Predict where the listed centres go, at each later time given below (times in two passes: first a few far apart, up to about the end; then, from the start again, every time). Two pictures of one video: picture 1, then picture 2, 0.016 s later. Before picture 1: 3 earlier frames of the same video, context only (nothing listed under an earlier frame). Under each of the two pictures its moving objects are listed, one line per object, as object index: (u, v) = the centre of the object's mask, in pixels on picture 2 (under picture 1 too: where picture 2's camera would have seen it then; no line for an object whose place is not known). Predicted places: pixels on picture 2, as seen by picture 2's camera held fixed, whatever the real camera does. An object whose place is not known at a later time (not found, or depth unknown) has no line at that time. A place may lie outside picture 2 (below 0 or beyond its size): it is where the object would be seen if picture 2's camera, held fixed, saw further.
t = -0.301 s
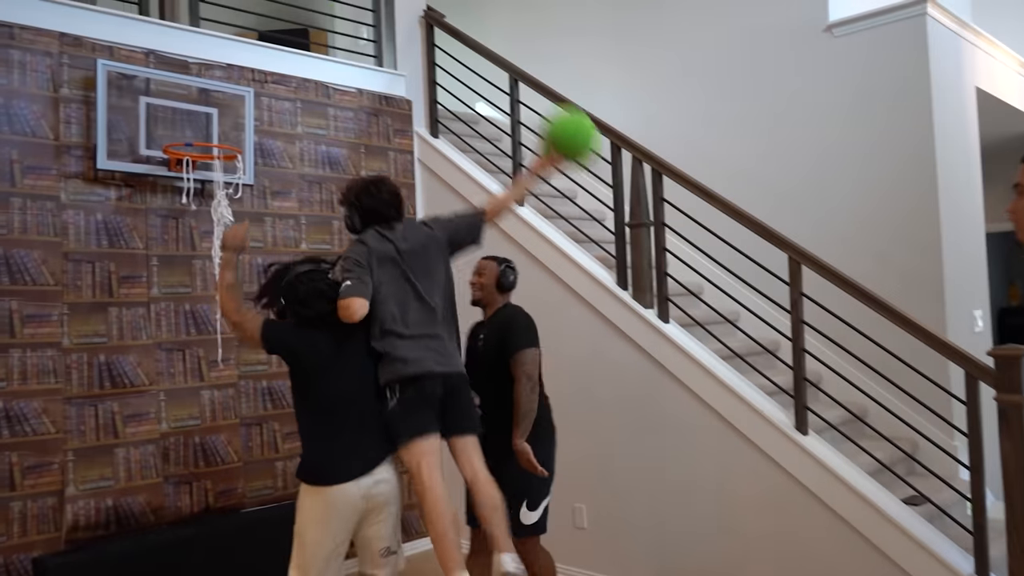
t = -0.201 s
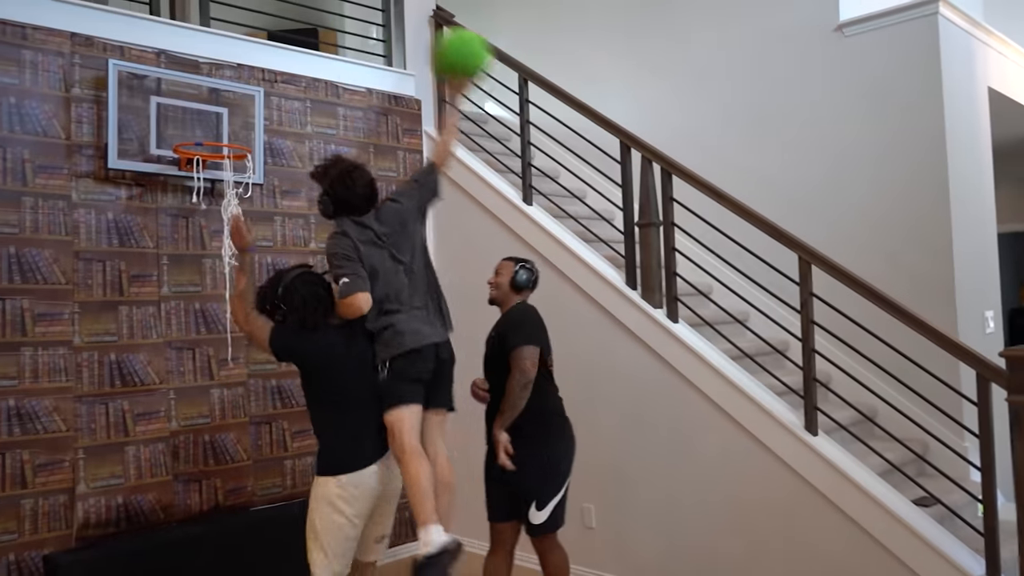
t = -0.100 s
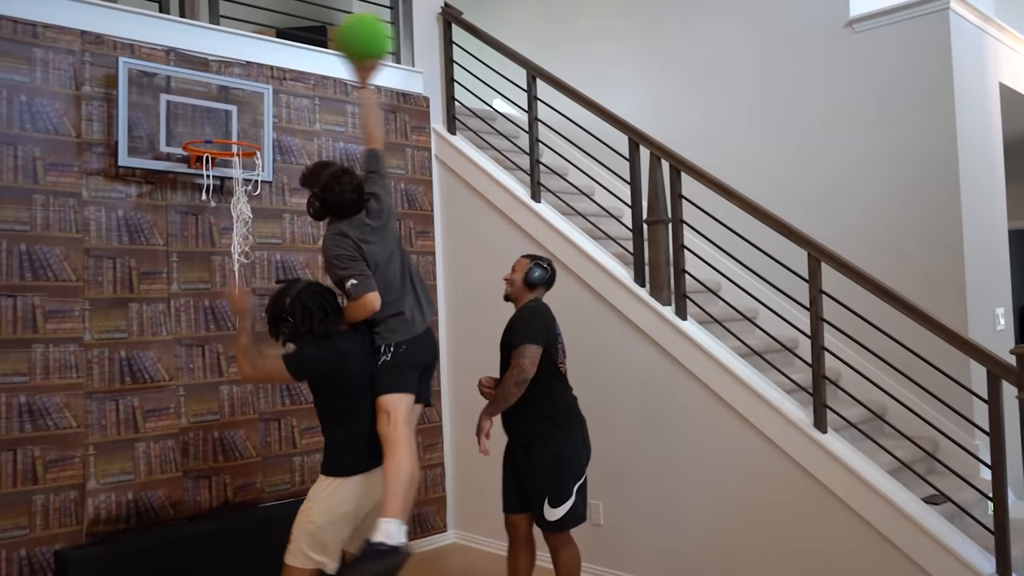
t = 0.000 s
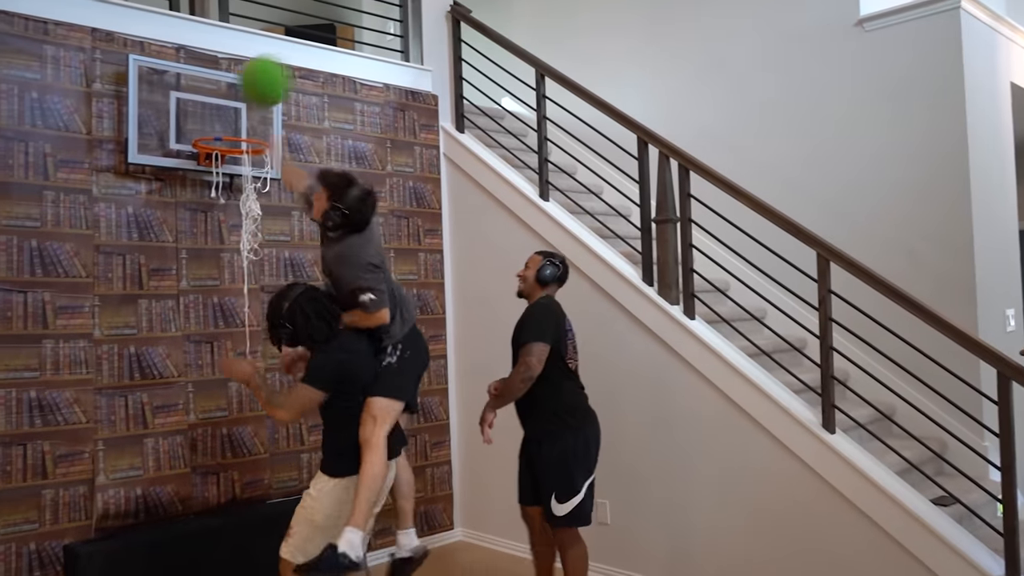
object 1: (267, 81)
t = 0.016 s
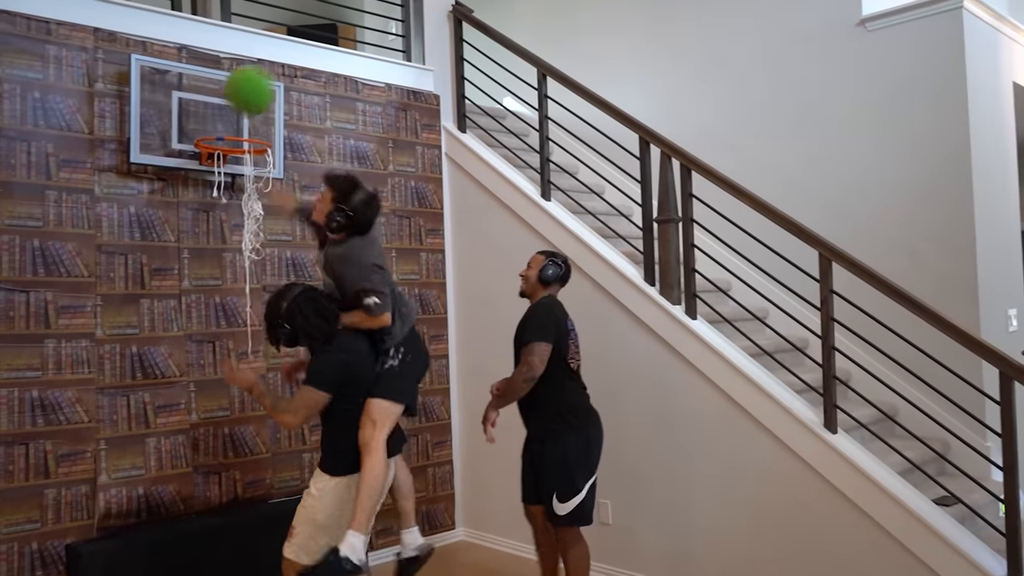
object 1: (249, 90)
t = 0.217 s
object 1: (257, 102)
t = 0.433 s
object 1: (310, 76)
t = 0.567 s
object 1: (347, 106)
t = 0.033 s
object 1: (233, 100)
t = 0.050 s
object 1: (216, 111)
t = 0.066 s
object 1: (210, 116)
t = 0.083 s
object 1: (217, 116)
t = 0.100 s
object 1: (224, 117)
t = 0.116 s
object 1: (232, 122)
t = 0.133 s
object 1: (239, 124)
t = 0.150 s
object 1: (243, 124)
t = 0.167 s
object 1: (246, 119)
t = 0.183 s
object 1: (249, 113)
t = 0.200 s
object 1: (253, 108)
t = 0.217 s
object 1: (257, 102)
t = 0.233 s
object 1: (261, 96)
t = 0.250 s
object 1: (265, 92)
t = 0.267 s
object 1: (268, 88)
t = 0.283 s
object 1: (272, 85)
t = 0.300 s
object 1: (276, 81)
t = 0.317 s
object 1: (280, 79)
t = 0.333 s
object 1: (284, 76)
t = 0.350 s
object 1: (289, 75)
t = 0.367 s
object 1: (293, 74)
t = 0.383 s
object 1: (297, 73)
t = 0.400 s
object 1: (301, 74)
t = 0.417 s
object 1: (305, 74)
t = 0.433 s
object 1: (310, 76)
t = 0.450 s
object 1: (315, 77)
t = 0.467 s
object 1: (319, 80)
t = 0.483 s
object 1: (324, 82)
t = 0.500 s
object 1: (328, 86)
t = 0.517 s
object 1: (333, 90)
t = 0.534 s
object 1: (338, 95)
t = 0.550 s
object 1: (343, 100)
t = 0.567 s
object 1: (347, 106)
